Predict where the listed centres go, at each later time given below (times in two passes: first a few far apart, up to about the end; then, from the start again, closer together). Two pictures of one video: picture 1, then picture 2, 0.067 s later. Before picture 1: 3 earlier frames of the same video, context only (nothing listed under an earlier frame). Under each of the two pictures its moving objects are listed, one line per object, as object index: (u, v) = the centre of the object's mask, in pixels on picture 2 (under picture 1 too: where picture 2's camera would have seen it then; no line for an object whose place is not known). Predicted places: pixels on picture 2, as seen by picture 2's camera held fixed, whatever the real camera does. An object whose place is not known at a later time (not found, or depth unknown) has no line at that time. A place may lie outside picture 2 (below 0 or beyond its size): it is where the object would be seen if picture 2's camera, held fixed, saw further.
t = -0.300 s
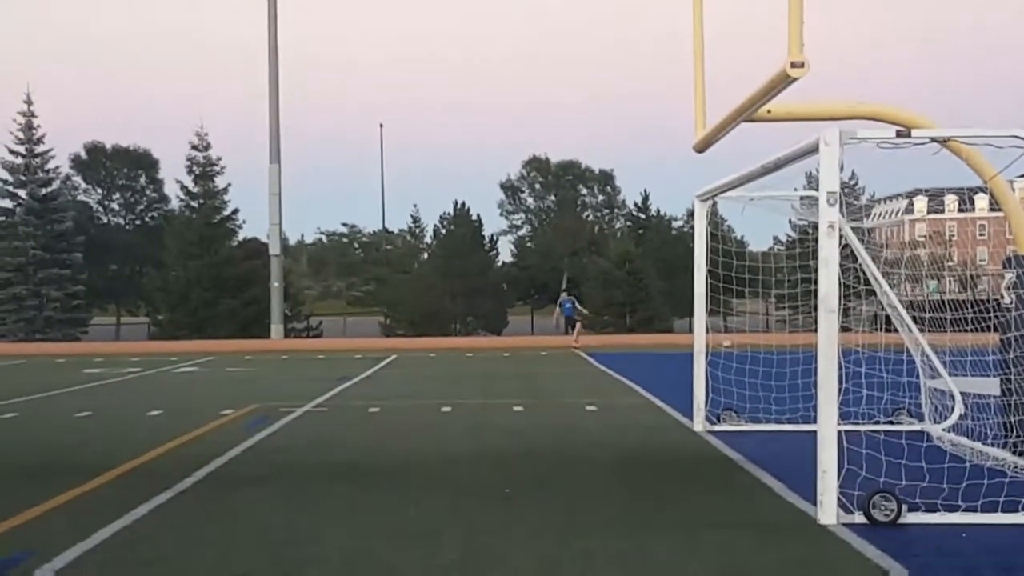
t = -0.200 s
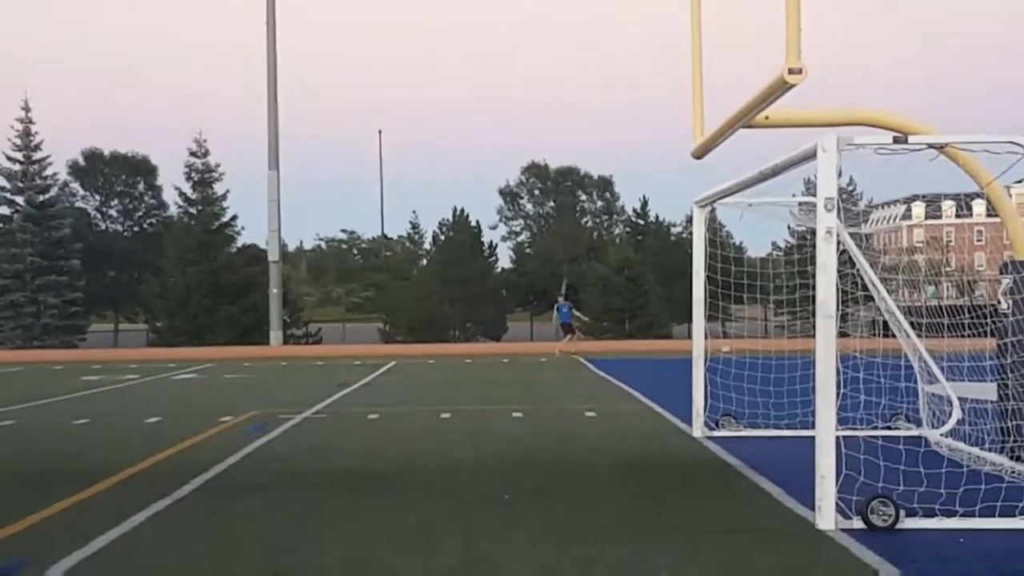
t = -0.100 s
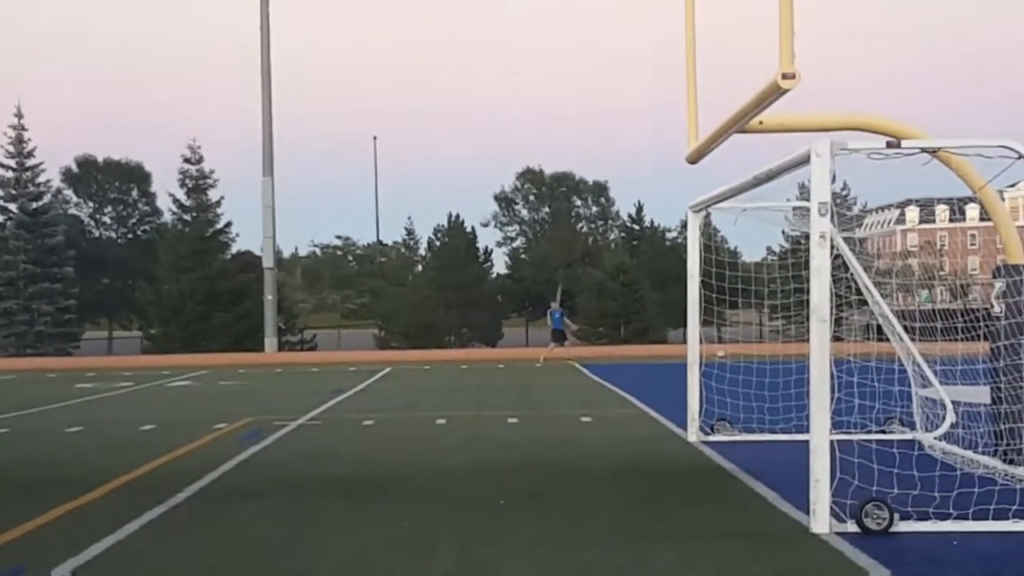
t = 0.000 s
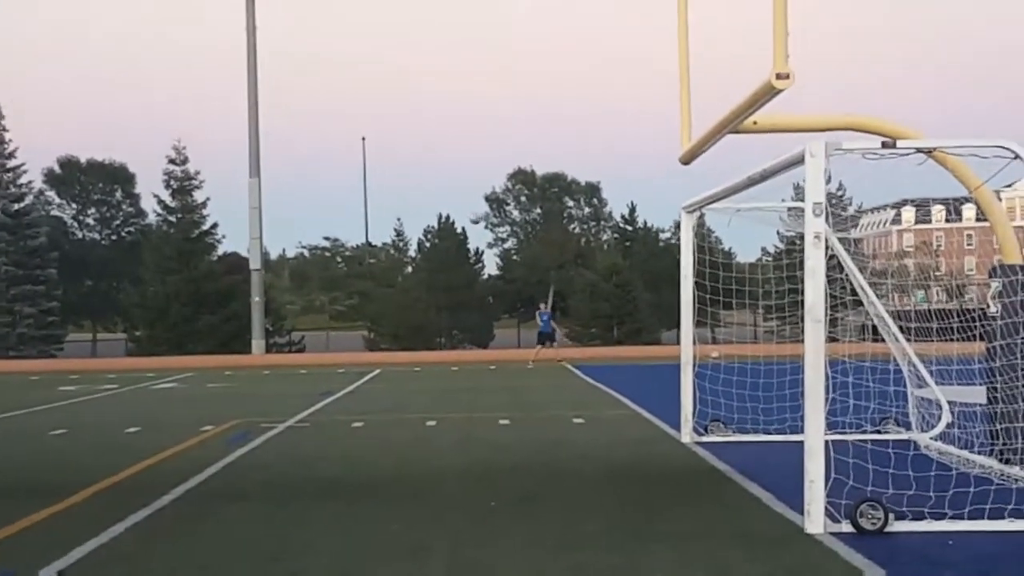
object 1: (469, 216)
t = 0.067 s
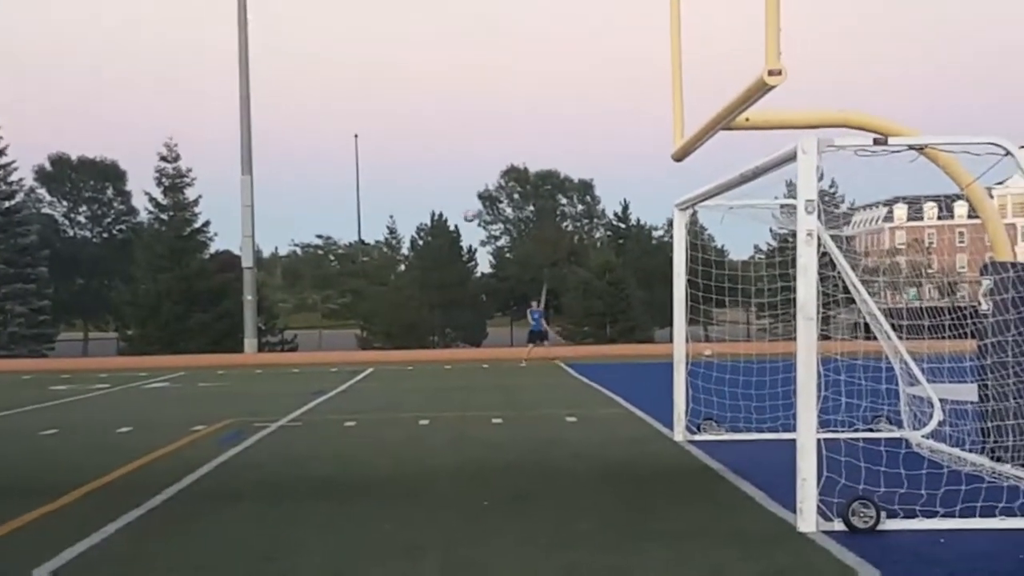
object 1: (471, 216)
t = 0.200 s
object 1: (475, 224)
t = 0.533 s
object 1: (513, 298)
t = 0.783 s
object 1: (574, 432)
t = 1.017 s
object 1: (643, 341)
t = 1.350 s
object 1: (776, 300)
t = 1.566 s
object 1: (888, 352)
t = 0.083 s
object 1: (471, 216)
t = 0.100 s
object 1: (473, 216)
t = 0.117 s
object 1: (471, 217)
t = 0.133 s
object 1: (472, 218)
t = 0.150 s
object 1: (474, 220)
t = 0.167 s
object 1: (474, 220)
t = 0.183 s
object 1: (474, 221)
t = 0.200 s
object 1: (475, 224)
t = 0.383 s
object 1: (490, 252)
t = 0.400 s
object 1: (492, 256)
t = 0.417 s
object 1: (493, 261)
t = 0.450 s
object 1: (498, 270)
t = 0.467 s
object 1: (500, 274)
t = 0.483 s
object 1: (503, 279)
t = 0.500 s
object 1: (505, 286)
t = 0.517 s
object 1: (507, 292)
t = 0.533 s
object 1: (513, 298)
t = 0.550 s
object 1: (517, 304)
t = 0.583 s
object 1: (523, 319)
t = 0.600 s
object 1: (526, 326)
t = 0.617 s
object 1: (531, 335)
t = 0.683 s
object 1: (545, 369)
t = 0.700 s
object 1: (549, 379)
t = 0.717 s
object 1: (554, 390)
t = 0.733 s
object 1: (559, 401)
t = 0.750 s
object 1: (564, 413)
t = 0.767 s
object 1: (569, 424)
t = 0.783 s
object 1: (574, 432)
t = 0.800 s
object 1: (577, 427)
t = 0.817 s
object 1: (583, 415)
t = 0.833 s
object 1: (587, 409)
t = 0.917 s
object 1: (611, 375)
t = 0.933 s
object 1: (616, 368)
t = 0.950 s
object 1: (621, 363)
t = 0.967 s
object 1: (626, 357)
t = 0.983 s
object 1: (631, 350)
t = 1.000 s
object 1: (638, 346)
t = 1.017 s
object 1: (643, 341)
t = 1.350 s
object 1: (776, 300)
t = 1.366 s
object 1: (782, 300)
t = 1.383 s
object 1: (786, 302)
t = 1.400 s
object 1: (790, 303)
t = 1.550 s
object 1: (878, 345)
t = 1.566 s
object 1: (888, 352)
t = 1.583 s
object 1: (894, 363)
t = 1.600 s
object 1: (909, 370)
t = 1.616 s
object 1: (918, 377)
